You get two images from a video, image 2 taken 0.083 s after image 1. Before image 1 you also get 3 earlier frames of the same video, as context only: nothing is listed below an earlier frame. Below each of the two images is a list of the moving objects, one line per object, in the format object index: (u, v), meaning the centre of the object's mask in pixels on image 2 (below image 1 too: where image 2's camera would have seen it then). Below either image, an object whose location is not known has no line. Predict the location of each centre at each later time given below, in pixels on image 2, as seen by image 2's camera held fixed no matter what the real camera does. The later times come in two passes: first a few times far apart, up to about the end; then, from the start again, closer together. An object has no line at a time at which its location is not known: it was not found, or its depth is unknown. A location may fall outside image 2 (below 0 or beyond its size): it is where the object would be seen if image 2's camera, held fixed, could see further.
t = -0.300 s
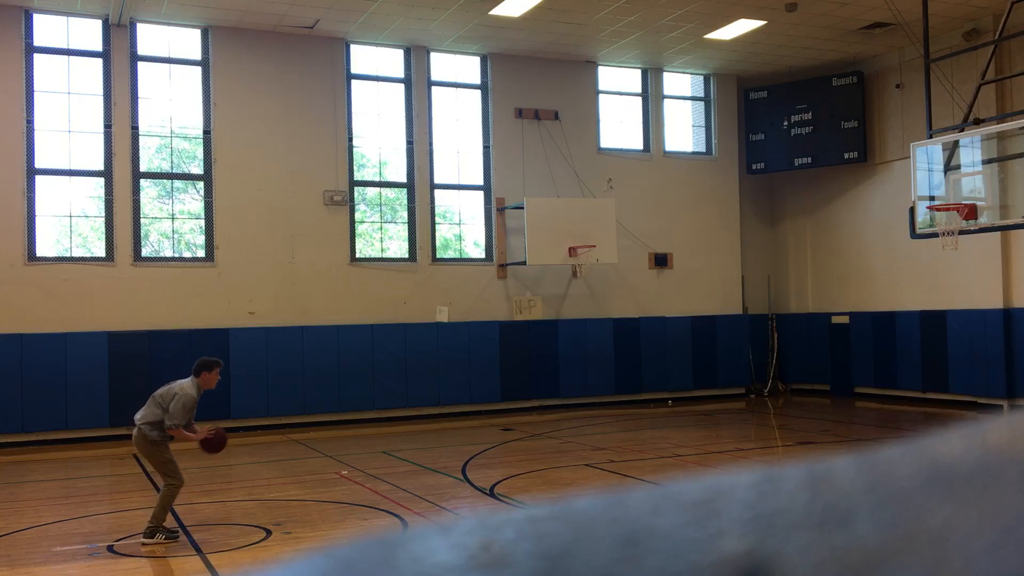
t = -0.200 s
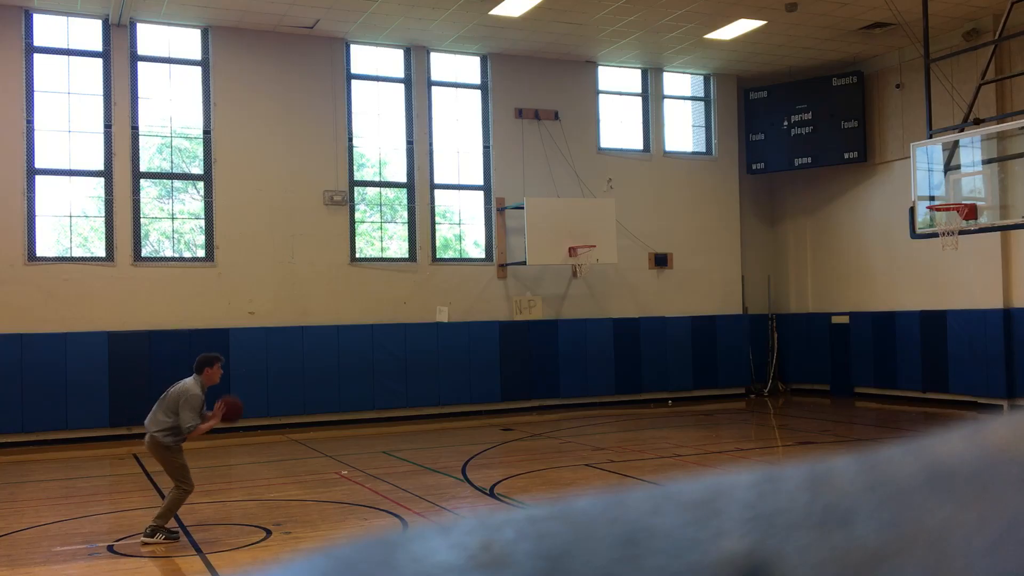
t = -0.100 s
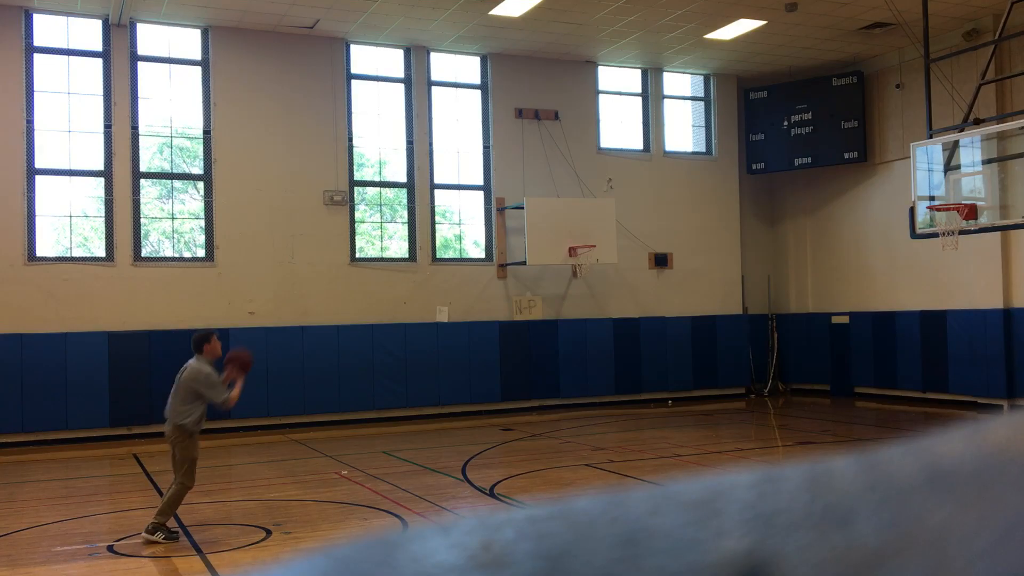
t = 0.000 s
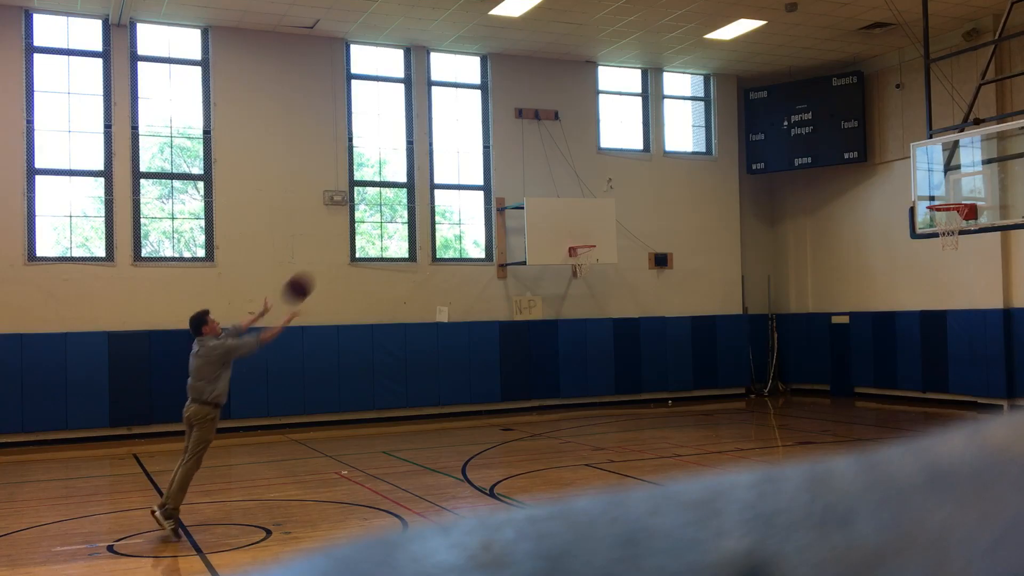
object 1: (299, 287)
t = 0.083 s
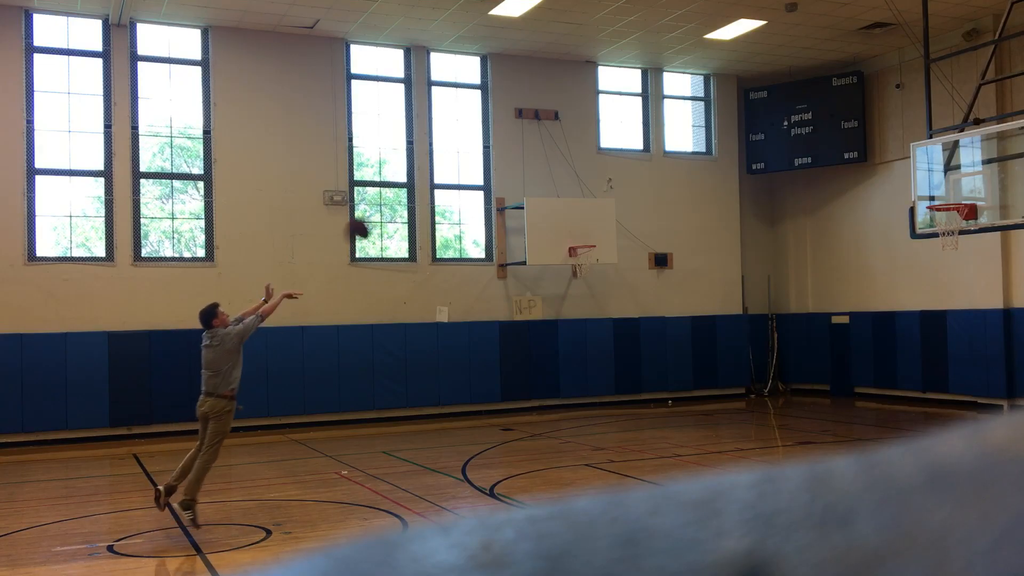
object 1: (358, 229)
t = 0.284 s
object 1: (493, 127)
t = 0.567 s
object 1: (652, 67)
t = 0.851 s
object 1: (788, 82)
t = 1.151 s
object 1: (914, 164)
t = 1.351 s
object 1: (937, 245)
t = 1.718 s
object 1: (880, 412)
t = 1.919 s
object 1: (845, 381)
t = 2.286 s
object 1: (782, 277)
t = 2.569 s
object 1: (736, 273)
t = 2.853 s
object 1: (691, 332)
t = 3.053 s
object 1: (663, 414)
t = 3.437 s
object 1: (603, 357)
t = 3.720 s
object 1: (561, 329)
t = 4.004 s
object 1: (520, 366)
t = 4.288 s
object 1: (484, 462)
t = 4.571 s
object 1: (442, 384)
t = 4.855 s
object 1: (404, 375)
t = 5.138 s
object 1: (367, 432)
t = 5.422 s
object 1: (327, 424)
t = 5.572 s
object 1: (306, 407)
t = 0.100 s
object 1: (371, 217)
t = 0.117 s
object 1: (383, 207)
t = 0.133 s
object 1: (394, 198)
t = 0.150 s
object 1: (407, 188)
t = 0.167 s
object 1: (418, 179)
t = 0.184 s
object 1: (427, 171)
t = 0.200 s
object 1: (438, 163)
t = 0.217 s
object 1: (450, 155)
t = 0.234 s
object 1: (461, 147)
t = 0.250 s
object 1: (471, 140)
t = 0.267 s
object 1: (484, 133)
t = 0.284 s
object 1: (493, 127)
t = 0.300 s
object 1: (503, 121)
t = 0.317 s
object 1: (512, 116)
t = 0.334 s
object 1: (523, 110)
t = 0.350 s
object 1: (533, 105)
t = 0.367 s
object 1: (542, 100)
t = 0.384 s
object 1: (552, 96)
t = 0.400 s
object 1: (561, 92)
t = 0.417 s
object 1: (570, 88)
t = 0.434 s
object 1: (580, 85)
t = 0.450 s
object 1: (588, 81)
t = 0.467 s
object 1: (596, 79)
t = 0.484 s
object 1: (607, 75)
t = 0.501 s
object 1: (616, 73)
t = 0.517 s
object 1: (625, 71)
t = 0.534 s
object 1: (635, 69)
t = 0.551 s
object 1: (643, 67)
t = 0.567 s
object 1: (652, 67)
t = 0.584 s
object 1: (659, 65)
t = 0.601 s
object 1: (668, 64)
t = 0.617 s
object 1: (676, 64)
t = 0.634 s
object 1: (686, 63)
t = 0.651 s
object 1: (694, 64)
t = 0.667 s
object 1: (703, 64)
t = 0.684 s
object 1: (710, 64)
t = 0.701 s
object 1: (718, 65)
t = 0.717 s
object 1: (726, 66)
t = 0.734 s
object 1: (734, 67)
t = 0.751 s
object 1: (742, 69)
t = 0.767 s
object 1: (750, 70)
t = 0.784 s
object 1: (757, 72)
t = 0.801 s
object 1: (765, 74)
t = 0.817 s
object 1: (774, 76)
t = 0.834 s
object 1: (781, 79)
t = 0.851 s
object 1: (788, 82)
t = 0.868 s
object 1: (795, 84)
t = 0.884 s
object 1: (803, 88)
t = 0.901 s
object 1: (811, 91)
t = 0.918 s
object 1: (817, 94)
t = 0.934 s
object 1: (824, 98)
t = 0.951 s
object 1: (833, 102)
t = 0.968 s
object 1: (839, 106)
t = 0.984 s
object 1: (846, 110)
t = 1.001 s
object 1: (854, 115)
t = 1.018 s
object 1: (860, 119)
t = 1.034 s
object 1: (867, 125)
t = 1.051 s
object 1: (874, 130)
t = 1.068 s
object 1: (881, 136)
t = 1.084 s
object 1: (888, 141)
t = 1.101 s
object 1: (895, 146)
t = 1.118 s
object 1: (901, 152)
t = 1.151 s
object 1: (914, 164)
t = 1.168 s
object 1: (921, 171)
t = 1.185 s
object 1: (928, 178)
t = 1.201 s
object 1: (934, 185)
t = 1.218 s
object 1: (941, 191)
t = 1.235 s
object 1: (948, 196)
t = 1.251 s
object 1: (955, 203)
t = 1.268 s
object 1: (956, 212)
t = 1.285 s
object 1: (950, 218)
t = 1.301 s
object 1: (947, 227)
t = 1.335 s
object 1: (940, 240)
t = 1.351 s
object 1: (937, 245)
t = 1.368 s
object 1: (935, 250)
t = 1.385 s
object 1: (932, 256)
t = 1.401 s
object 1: (929, 261)
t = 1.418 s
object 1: (927, 267)
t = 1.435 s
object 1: (924, 273)
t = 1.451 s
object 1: (921, 280)
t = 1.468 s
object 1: (919, 286)
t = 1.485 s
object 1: (916, 293)
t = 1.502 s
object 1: (913, 300)
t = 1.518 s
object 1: (911, 307)
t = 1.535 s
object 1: (907, 314)
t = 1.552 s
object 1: (905, 323)
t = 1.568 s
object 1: (902, 330)
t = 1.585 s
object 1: (900, 338)
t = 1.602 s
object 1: (897, 347)
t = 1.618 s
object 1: (894, 355)
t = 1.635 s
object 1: (892, 364)
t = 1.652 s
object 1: (890, 372)
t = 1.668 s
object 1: (887, 381)
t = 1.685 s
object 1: (885, 390)
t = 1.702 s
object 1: (883, 402)
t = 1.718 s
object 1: (880, 412)
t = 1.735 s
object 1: (878, 421)
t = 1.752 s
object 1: (875, 430)
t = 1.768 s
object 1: (873, 440)
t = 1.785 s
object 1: (869, 445)
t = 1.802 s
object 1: (867, 438)
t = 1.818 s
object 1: (864, 429)
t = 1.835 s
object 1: (862, 421)
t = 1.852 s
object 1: (858, 414)
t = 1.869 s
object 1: (855, 404)
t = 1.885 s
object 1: (852, 397)
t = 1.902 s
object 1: (848, 389)
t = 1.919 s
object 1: (845, 381)
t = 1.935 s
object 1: (843, 374)
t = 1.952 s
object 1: (840, 368)
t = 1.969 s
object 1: (836, 361)
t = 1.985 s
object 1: (834, 354)
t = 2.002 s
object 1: (831, 348)
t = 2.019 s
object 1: (828, 342)
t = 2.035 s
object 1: (825, 336)
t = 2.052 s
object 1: (822, 330)
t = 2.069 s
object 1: (818, 325)
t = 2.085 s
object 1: (816, 320)
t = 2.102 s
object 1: (813, 316)
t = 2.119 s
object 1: (810, 311)
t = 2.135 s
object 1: (807, 306)
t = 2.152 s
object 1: (804, 302)
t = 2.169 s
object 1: (801, 298)
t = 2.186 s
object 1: (799, 295)
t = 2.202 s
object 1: (796, 291)
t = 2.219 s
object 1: (793, 288)
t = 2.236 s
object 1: (790, 285)
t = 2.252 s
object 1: (788, 282)
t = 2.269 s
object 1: (785, 280)
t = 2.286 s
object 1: (782, 277)
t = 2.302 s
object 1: (779, 275)
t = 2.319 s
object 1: (777, 274)
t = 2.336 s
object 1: (774, 272)
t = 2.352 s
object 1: (771, 271)
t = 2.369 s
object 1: (768, 270)
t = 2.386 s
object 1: (765, 269)
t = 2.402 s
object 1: (763, 268)
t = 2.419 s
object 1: (760, 267)
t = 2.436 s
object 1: (757, 267)
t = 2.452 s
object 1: (754, 267)
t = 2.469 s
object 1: (752, 267)
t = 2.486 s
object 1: (749, 267)
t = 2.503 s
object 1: (746, 268)
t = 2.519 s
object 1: (744, 269)
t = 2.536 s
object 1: (741, 270)
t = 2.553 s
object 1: (738, 271)
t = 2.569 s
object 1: (736, 273)
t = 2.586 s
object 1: (733, 274)
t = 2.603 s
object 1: (730, 276)
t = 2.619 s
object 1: (728, 279)
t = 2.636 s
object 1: (725, 281)
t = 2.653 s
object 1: (723, 283)
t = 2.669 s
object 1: (720, 286)
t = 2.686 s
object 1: (717, 289)
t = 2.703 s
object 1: (715, 293)
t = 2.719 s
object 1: (712, 296)
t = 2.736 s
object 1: (709, 300)
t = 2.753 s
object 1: (707, 304)
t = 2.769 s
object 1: (704, 308)
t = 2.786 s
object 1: (702, 312)
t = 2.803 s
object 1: (699, 317)
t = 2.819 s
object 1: (696, 322)
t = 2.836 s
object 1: (694, 327)
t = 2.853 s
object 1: (691, 332)
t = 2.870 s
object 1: (689, 338)
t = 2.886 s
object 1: (686, 343)
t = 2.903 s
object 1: (684, 349)
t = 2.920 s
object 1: (681, 355)
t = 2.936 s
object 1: (679, 362)
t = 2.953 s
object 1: (676, 369)
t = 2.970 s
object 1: (674, 376)
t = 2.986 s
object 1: (672, 382)
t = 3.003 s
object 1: (669, 390)
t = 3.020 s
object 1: (666, 398)
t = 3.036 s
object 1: (664, 407)
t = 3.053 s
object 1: (663, 414)
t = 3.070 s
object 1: (660, 423)
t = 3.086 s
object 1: (658, 432)
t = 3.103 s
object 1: (656, 440)
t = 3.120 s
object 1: (654, 448)
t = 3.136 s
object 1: (651, 459)
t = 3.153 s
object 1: (649, 458)
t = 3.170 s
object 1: (646, 448)
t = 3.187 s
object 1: (643, 442)
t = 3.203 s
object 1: (640, 435)
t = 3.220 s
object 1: (638, 428)
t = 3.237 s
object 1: (635, 421)
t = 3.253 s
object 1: (632, 414)
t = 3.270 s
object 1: (629, 408)
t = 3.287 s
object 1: (627, 401)
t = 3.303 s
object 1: (624, 395)
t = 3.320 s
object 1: (621, 389)
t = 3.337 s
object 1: (618, 384)
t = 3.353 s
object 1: (616, 380)
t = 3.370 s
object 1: (613, 375)
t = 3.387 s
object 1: (611, 370)
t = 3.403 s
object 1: (608, 366)
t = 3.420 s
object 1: (605, 361)
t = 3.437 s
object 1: (603, 357)
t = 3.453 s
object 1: (600, 354)
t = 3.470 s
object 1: (598, 351)
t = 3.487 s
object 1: (595, 348)
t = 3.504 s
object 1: (593, 345)
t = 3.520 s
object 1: (590, 342)
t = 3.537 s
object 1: (588, 340)
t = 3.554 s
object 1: (585, 337)
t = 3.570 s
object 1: (582, 336)
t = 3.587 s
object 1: (580, 334)
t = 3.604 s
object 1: (577, 333)
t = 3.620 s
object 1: (575, 332)
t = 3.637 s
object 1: (573, 330)
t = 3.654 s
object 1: (570, 330)
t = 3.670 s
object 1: (568, 329)
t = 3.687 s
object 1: (565, 329)
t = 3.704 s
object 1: (563, 329)
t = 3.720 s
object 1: (561, 329)
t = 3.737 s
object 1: (558, 329)
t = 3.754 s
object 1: (556, 330)
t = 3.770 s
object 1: (553, 330)
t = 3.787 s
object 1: (551, 332)
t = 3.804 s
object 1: (548, 333)
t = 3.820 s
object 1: (546, 334)
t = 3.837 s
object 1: (544, 336)
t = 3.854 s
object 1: (542, 338)
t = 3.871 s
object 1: (539, 340)
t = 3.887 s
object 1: (537, 343)
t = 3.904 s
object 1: (534, 345)
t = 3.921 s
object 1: (532, 349)
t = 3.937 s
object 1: (530, 351)
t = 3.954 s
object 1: (527, 355)
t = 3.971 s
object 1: (525, 358)
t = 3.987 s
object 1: (523, 362)
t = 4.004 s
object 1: (520, 366)
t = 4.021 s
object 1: (518, 371)
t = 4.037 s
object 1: (516, 374)
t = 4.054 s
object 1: (514, 380)
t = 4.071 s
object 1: (511, 384)
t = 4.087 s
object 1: (509, 389)
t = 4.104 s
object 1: (507, 394)
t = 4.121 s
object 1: (505, 399)
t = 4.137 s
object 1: (503, 405)
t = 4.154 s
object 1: (501, 412)
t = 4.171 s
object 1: (499, 418)
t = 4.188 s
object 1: (497, 424)
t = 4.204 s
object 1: (495, 432)
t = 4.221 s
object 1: (493, 438)
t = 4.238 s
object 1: (490, 445)
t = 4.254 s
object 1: (488, 453)
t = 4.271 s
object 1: (486, 460)
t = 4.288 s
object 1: (484, 462)
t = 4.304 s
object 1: (481, 455)
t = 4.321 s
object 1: (479, 448)
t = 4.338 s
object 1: (476, 442)
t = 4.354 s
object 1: (474, 437)
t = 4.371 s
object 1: (471, 431)
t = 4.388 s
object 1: (469, 426)
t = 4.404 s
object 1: (466, 421)
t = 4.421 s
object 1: (464, 417)
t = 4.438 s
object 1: (462, 411)
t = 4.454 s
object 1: (460, 407)
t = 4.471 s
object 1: (457, 403)
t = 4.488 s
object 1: (454, 399)
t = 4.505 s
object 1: (452, 396)
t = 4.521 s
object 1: (450, 392)
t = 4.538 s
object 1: (447, 389)
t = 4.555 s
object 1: (445, 386)
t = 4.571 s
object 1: (442, 384)
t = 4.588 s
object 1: (441, 382)
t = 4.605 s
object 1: (438, 380)
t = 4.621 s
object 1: (436, 378)
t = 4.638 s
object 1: (433, 376)
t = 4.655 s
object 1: (431, 374)
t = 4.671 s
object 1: (429, 373)
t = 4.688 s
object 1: (426, 372)
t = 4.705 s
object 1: (424, 372)
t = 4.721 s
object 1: (422, 371)
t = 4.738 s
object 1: (419, 371)
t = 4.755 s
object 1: (417, 371)
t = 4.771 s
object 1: (415, 371)
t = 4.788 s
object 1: (413, 371)
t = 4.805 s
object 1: (410, 372)
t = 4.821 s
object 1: (408, 372)
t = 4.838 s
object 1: (406, 374)
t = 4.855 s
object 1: (404, 375)
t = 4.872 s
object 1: (402, 376)
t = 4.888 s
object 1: (399, 378)
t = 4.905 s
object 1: (397, 380)
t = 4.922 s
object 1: (395, 382)
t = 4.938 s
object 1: (393, 385)
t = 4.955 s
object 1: (390, 387)
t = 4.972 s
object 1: (388, 391)
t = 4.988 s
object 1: (386, 394)
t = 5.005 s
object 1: (384, 397)
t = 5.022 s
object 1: (382, 400)
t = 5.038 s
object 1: (380, 404)
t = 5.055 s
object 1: (377, 408)
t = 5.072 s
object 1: (375, 413)
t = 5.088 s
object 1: (373, 418)
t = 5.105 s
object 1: (371, 423)
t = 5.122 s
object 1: (369, 428)
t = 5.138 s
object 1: (367, 432)
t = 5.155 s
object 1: (364, 439)
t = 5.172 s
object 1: (362, 444)
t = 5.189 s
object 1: (360, 450)
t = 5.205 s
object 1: (358, 455)
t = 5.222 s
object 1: (356, 462)
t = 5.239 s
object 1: (354, 469)
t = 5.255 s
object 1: (351, 466)
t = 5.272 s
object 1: (349, 461)
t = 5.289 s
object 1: (347, 456)
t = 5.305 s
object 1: (344, 451)
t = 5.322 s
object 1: (342, 446)
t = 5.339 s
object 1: (339, 442)
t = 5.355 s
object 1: (337, 438)
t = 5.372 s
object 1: (335, 434)
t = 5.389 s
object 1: (332, 431)
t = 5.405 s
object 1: (330, 428)
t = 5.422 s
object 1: (327, 424)
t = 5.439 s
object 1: (325, 421)
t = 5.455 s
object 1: (323, 418)
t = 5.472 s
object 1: (320, 416)
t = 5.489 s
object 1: (318, 414)
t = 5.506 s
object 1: (315, 412)
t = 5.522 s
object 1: (313, 410)
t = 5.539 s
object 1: (311, 409)
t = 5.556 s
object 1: (309, 407)
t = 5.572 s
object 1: (306, 407)
